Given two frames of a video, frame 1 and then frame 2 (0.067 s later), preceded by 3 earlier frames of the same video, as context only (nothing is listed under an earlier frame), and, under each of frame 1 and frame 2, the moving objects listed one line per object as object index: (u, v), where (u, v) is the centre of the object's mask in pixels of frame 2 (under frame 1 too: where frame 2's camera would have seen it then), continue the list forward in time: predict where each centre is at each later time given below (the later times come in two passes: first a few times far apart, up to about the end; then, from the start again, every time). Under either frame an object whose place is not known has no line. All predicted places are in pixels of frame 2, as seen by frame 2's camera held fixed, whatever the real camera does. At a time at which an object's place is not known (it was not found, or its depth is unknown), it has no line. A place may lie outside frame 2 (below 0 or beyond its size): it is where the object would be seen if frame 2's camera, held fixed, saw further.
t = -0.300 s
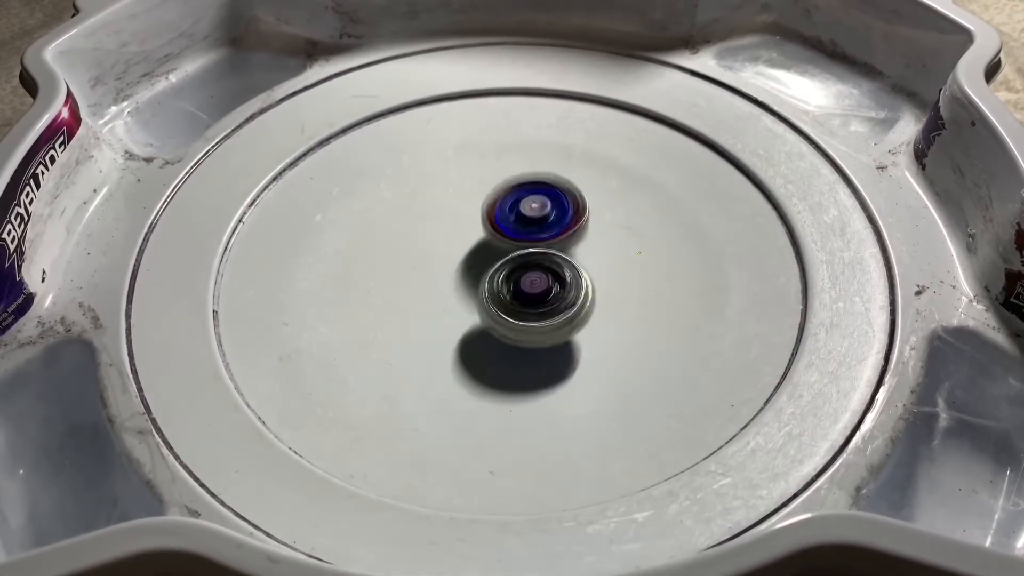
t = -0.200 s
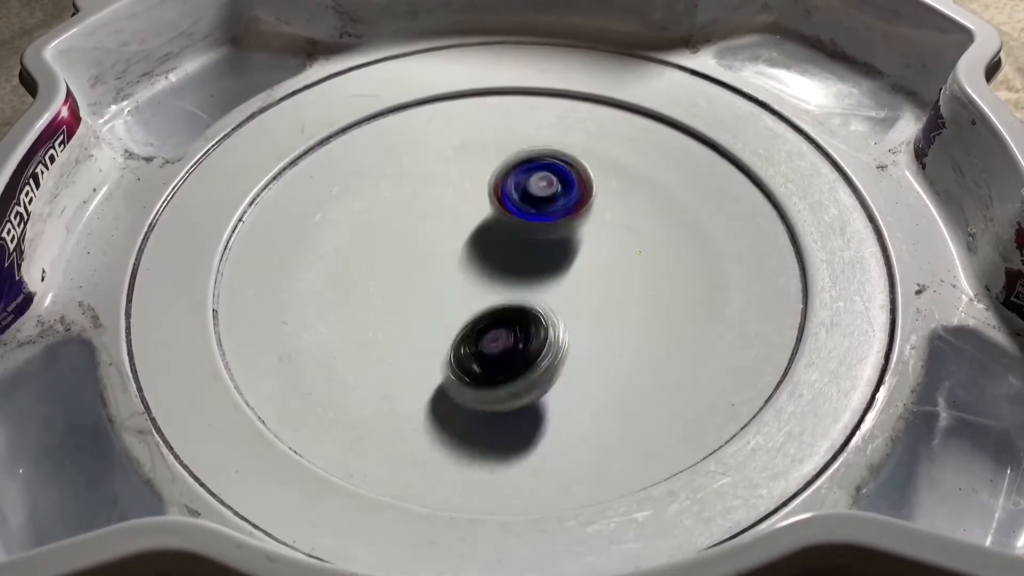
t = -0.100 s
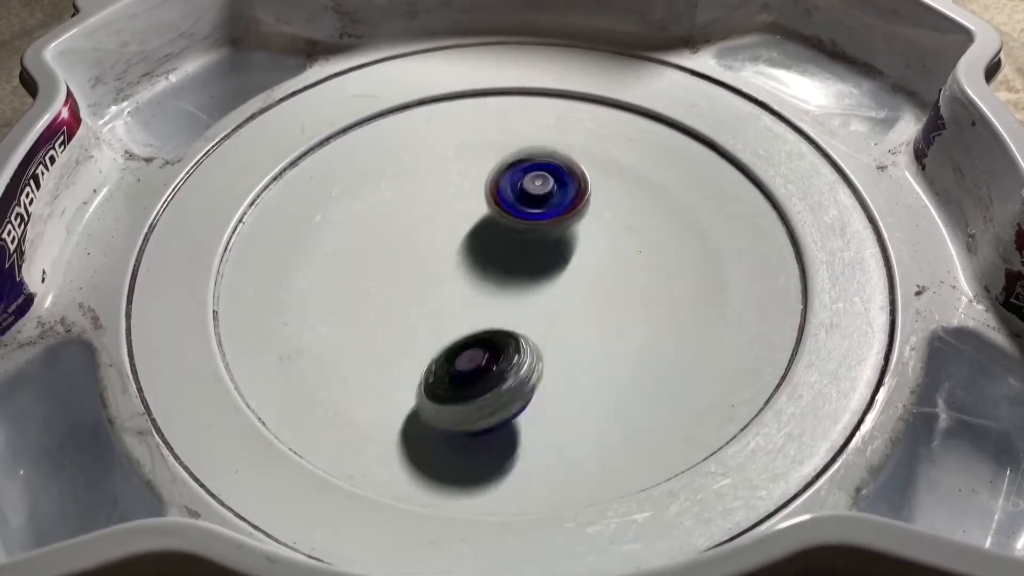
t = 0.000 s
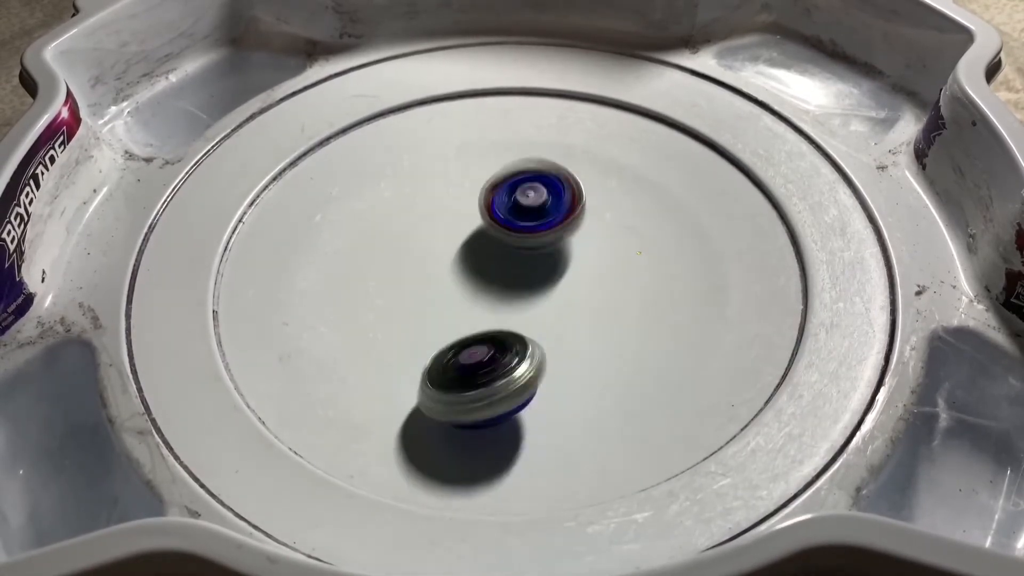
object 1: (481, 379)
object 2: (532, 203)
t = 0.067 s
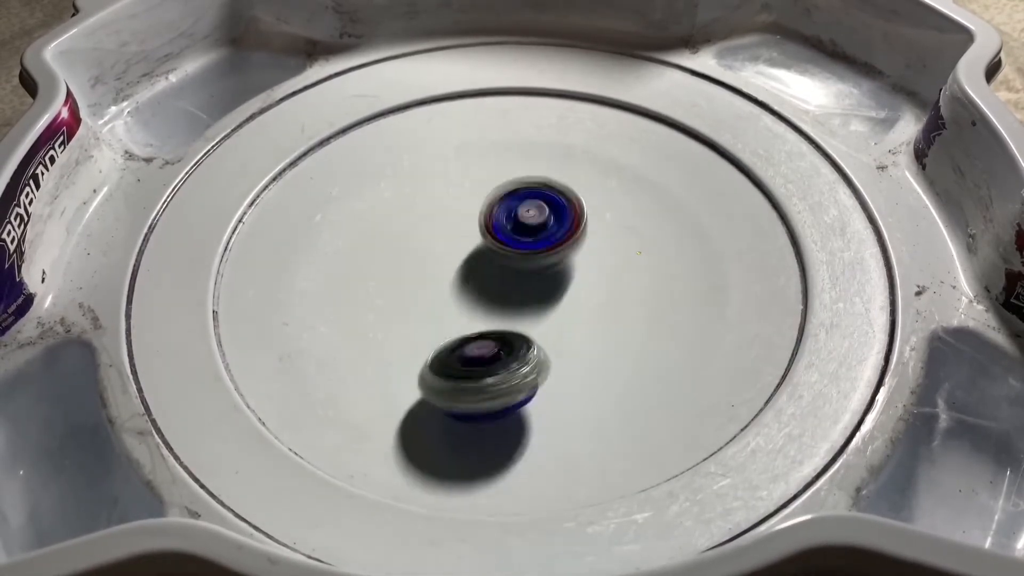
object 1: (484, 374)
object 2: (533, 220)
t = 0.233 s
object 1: (488, 355)
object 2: (584, 265)
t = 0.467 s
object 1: (501, 320)
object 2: (638, 263)
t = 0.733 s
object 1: (392, 265)
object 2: (674, 239)
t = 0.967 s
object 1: (404, 259)
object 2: (613, 228)
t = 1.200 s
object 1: (411, 264)
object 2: (548, 273)
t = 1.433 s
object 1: (398, 270)
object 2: (492, 314)
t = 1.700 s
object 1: (424, 272)
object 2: (504, 354)
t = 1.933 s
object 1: (440, 259)
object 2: (540, 343)
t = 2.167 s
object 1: (458, 261)
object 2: (590, 326)
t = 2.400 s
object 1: (461, 273)
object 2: (615, 299)
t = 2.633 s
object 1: (458, 280)
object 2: (622, 275)
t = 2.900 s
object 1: (464, 279)
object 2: (587, 250)
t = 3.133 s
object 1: (451, 278)
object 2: (589, 236)
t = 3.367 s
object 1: (456, 285)
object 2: (577, 242)
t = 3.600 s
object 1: (462, 288)
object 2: (550, 234)
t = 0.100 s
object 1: (486, 372)
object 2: (539, 231)
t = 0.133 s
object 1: (487, 368)
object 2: (547, 243)
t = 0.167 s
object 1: (489, 364)
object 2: (558, 253)
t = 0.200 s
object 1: (489, 358)
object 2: (572, 259)
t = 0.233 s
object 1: (488, 355)
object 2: (584, 265)
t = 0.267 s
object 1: (490, 350)
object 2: (598, 269)
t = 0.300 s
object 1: (492, 346)
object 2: (611, 271)
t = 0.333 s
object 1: (493, 340)
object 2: (625, 271)
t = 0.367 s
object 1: (494, 336)
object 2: (633, 267)
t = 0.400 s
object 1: (496, 331)
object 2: (636, 267)
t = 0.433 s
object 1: (499, 325)
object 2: (639, 263)
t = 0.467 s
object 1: (501, 320)
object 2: (638, 263)
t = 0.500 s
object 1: (502, 315)
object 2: (636, 260)
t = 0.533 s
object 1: (505, 309)
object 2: (630, 258)
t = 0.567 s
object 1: (508, 305)
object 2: (621, 257)
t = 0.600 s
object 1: (508, 302)
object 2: (615, 257)
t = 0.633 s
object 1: (472, 288)
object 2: (647, 253)
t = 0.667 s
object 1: (443, 286)
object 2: (664, 247)
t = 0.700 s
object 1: (415, 274)
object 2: (671, 244)
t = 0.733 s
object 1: (392, 265)
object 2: (674, 239)
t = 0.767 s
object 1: (377, 258)
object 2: (676, 233)
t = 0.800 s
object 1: (372, 255)
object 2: (674, 228)
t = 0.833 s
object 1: (373, 253)
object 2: (668, 222)
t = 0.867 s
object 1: (379, 253)
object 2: (657, 220)
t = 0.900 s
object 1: (388, 255)
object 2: (644, 221)
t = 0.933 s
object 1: (396, 256)
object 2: (630, 224)
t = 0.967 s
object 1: (404, 259)
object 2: (613, 228)
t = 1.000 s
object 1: (412, 261)
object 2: (603, 232)
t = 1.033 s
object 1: (421, 263)
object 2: (589, 238)
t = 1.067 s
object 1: (428, 265)
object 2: (576, 242)
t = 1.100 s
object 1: (436, 268)
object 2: (563, 248)
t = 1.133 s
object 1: (443, 270)
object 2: (551, 252)
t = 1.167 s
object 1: (424, 264)
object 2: (551, 264)
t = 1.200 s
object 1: (411, 264)
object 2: (548, 273)
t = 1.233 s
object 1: (404, 266)
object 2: (544, 284)
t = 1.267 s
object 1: (399, 270)
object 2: (537, 290)
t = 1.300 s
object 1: (398, 272)
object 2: (525, 294)
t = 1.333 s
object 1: (402, 273)
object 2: (514, 297)
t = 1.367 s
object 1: (402, 274)
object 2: (507, 300)
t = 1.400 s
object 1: (399, 272)
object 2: (499, 307)
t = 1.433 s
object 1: (398, 270)
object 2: (492, 314)
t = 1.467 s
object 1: (399, 270)
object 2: (488, 320)
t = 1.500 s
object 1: (402, 268)
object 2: (489, 328)
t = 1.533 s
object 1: (405, 268)
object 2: (489, 336)
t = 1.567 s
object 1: (408, 267)
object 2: (489, 339)
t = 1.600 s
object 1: (412, 269)
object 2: (490, 346)
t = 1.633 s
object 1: (417, 270)
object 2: (492, 351)
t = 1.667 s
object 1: (420, 271)
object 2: (498, 355)
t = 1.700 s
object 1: (424, 272)
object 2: (504, 354)
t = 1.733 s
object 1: (428, 272)
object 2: (510, 352)
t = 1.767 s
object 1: (432, 272)
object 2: (515, 348)
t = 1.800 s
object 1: (434, 274)
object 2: (519, 341)
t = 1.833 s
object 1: (436, 273)
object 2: (523, 336)
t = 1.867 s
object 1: (439, 275)
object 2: (526, 330)
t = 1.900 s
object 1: (441, 269)
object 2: (532, 334)
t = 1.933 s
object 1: (440, 259)
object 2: (540, 343)
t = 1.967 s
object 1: (442, 253)
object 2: (548, 341)
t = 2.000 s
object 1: (445, 252)
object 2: (556, 339)
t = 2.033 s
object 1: (450, 254)
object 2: (565, 338)
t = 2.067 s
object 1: (452, 257)
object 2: (574, 333)
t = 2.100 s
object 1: (455, 258)
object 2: (580, 331)
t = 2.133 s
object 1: (455, 260)
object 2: (586, 329)
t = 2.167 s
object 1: (458, 261)
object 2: (590, 326)
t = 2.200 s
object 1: (458, 263)
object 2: (593, 324)
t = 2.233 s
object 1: (460, 265)
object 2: (595, 319)
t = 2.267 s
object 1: (459, 267)
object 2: (600, 315)
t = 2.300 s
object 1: (461, 268)
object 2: (605, 308)
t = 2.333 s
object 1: (460, 270)
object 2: (610, 305)
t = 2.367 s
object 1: (461, 272)
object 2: (613, 302)
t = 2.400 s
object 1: (461, 273)
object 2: (615, 299)
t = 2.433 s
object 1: (460, 275)
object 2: (617, 297)
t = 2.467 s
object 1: (460, 277)
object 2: (616, 293)
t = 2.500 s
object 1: (459, 278)
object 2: (617, 289)
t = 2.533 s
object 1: (459, 279)
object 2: (618, 286)
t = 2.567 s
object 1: (458, 279)
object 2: (619, 282)
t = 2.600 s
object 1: (459, 280)
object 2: (621, 278)
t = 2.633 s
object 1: (458, 280)
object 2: (622, 275)
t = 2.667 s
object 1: (459, 280)
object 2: (620, 273)
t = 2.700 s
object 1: (459, 280)
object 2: (617, 270)
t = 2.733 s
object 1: (461, 280)
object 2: (610, 265)
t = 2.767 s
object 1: (461, 279)
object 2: (605, 261)
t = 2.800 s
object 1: (462, 280)
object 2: (601, 260)
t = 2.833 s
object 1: (462, 279)
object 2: (600, 260)
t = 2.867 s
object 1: (464, 280)
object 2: (594, 252)
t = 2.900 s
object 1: (464, 279)
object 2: (587, 250)
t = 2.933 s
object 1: (466, 281)
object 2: (580, 247)
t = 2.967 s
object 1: (461, 280)
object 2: (577, 241)
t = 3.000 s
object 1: (452, 280)
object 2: (584, 239)
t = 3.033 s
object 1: (446, 279)
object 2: (591, 240)
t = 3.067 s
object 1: (445, 278)
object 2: (594, 237)
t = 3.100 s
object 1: (447, 277)
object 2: (593, 236)
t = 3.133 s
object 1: (451, 278)
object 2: (589, 236)
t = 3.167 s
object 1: (452, 279)
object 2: (582, 237)
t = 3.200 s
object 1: (454, 281)
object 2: (579, 236)
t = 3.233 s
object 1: (453, 282)
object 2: (577, 236)
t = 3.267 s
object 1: (455, 282)
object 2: (575, 238)
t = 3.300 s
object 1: (455, 283)
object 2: (576, 240)
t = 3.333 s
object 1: (456, 284)
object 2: (577, 242)
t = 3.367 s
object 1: (456, 285)
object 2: (577, 242)
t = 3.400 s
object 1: (457, 285)
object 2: (575, 242)
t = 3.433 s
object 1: (457, 287)
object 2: (571, 241)
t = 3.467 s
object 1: (458, 287)
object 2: (567, 239)
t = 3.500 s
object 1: (458, 287)
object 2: (562, 239)
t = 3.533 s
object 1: (459, 287)
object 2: (557, 238)
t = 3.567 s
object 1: (460, 288)
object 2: (553, 238)
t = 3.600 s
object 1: (462, 288)
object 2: (550, 234)
